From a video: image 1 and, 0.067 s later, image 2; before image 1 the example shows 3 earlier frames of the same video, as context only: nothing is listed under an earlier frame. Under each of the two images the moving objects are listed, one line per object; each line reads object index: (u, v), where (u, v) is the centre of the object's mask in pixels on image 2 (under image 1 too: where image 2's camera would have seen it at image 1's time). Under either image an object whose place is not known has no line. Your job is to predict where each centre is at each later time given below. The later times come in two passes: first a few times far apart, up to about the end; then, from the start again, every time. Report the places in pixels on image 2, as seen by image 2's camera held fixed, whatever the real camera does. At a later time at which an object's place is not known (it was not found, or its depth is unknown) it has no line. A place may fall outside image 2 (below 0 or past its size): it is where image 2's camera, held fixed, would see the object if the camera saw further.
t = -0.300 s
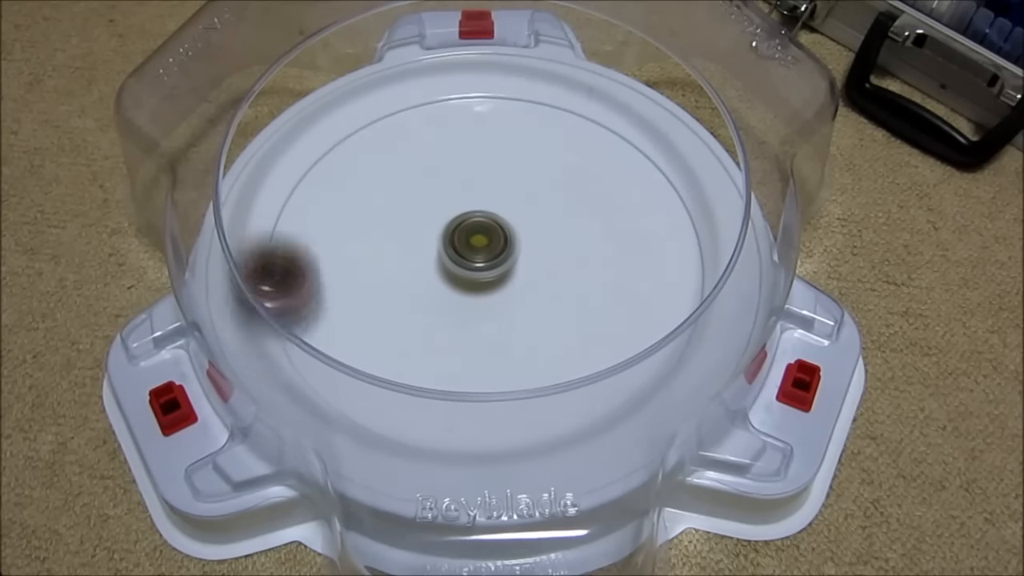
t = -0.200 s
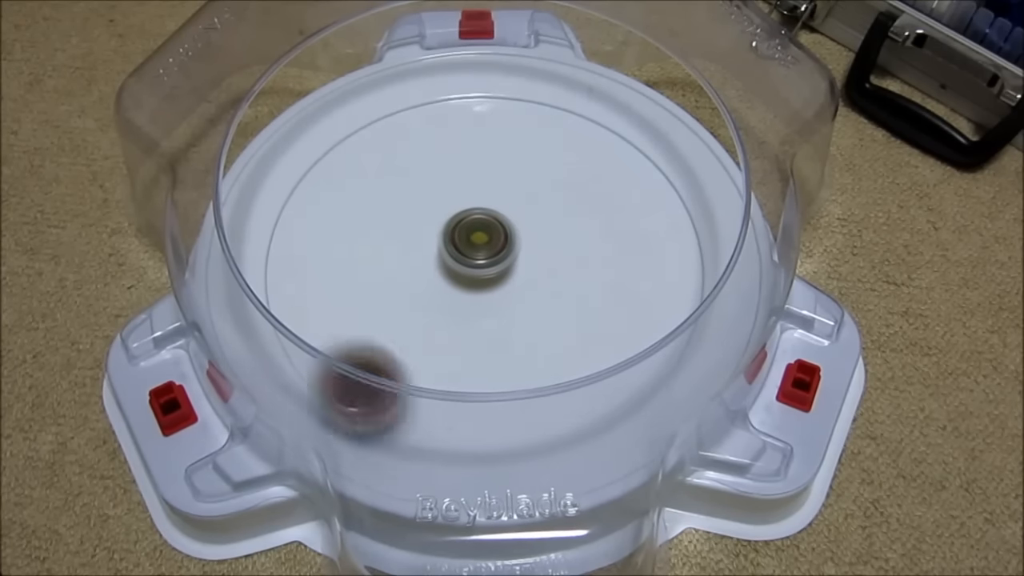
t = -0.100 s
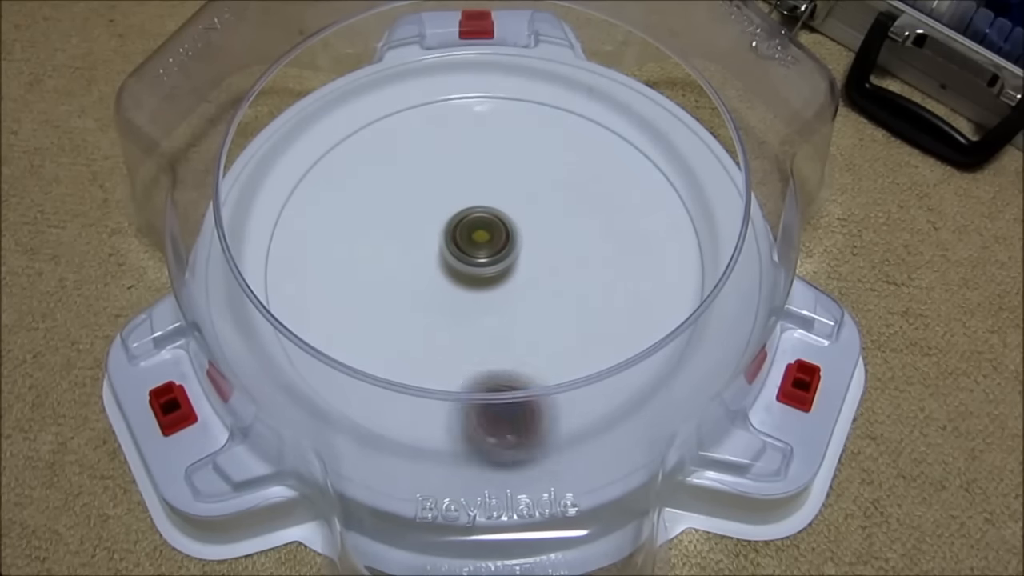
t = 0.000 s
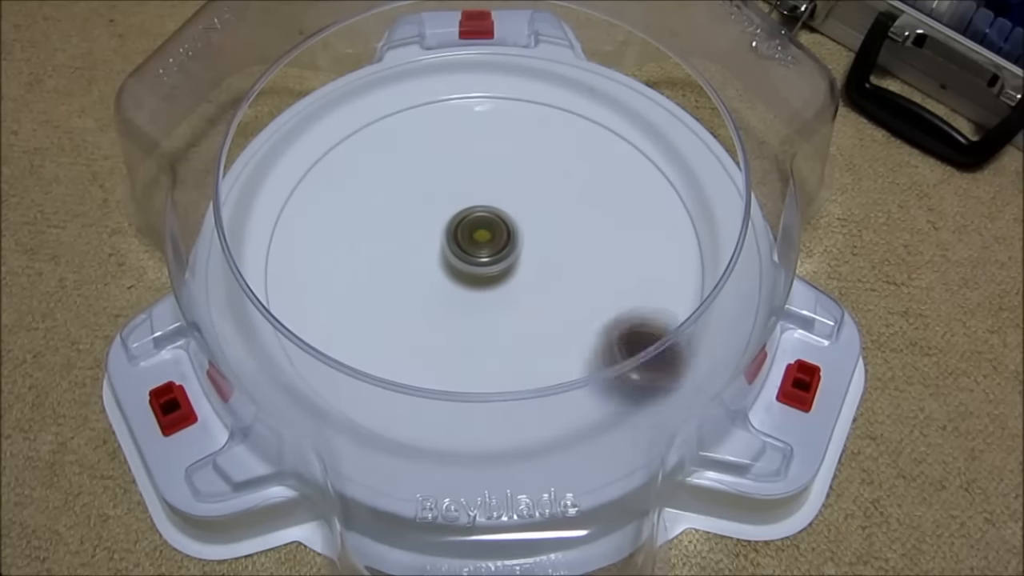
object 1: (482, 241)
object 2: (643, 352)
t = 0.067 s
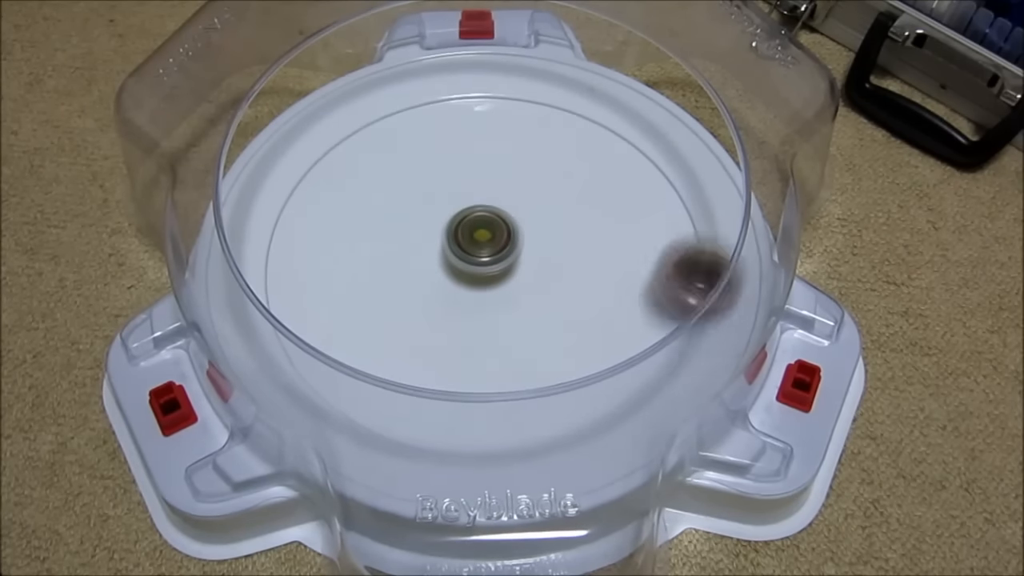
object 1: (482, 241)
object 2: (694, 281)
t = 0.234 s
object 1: (482, 240)
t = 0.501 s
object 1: (487, 237)
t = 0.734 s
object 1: (492, 237)
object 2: (514, 423)
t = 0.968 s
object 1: (493, 242)
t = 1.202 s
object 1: (496, 246)
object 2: (394, 108)
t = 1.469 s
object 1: (496, 251)
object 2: (349, 383)
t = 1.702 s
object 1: (497, 251)
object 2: (679, 327)
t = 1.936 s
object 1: (496, 252)
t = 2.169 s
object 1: (492, 251)
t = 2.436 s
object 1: (488, 250)
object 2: (482, 429)
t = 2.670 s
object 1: (486, 248)
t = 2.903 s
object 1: (484, 245)
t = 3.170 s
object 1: (484, 242)
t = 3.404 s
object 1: (486, 240)
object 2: (485, 422)
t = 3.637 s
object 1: (489, 240)
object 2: (658, 256)
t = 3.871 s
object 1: (491, 241)
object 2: (504, 102)
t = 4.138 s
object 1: (494, 243)
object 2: (296, 224)
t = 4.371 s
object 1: (495, 246)
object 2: (445, 379)
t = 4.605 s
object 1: (495, 248)
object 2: (657, 287)
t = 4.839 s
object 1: (494, 250)
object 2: (582, 123)
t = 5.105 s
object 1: (491, 250)
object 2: (352, 183)
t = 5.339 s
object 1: (489, 249)
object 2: (397, 351)
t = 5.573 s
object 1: (488, 248)
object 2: (612, 362)
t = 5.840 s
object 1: (487, 246)
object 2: (605, 172)
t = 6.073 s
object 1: (487, 243)
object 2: (407, 146)
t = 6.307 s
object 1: (489, 242)
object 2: (321, 287)
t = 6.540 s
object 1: (490, 241)
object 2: (469, 372)
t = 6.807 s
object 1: (492, 243)
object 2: (622, 247)
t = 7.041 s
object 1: (494, 244)
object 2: (510, 132)
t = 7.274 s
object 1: (494, 246)
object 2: (361, 196)
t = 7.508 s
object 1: (493, 247)
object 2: (428, 330)
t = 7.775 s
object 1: (491, 249)
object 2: (617, 297)
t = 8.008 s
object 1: (489, 248)
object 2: (578, 172)
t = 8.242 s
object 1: (488, 247)
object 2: (423, 174)
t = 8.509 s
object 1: (487, 245)
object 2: (393, 304)
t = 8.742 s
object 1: (487, 244)
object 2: (533, 344)
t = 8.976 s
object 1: (488, 242)
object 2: (591, 238)
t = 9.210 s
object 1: (490, 243)
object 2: (500, 162)
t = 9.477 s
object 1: (492, 244)
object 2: (382, 219)
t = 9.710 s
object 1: (494, 245)
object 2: (451, 313)
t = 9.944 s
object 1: (493, 247)
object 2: (578, 289)
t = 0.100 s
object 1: (482, 241)
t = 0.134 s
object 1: (482, 241)
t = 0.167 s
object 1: (482, 241)
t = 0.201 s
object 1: (482, 240)
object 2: (628, 126)
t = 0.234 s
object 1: (482, 240)
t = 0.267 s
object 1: (482, 240)
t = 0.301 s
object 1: (482, 239)
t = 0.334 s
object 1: (483, 238)
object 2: (432, 93)
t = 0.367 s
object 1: (484, 239)
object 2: (385, 109)
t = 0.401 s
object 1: (485, 238)
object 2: (343, 133)
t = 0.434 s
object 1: (486, 238)
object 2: (311, 168)
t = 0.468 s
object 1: (486, 238)
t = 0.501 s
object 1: (487, 237)
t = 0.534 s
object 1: (488, 237)
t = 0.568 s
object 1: (489, 238)
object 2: (300, 325)
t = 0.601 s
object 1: (490, 238)
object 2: (327, 359)
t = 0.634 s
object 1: (490, 238)
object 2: (362, 384)
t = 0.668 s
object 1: (491, 237)
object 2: (406, 408)
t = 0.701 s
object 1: (492, 237)
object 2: (459, 420)
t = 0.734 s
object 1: (492, 237)
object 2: (514, 423)
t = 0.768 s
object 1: (492, 238)
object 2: (572, 413)
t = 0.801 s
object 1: (492, 238)
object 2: (622, 396)
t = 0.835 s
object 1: (492, 239)
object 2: (656, 361)
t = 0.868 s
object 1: (492, 240)
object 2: (682, 318)
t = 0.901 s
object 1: (492, 240)
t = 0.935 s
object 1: (492, 241)
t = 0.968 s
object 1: (493, 242)
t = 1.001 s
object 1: (493, 242)
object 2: (651, 150)
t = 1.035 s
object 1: (493, 243)
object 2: (612, 123)
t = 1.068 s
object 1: (494, 243)
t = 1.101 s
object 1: (494, 244)
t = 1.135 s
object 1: (495, 245)
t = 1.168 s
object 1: (496, 245)
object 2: (436, 94)
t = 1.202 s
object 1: (496, 246)
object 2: (394, 108)
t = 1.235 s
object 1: (497, 247)
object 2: (358, 131)
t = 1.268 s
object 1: (497, 247)
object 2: (328, 159)
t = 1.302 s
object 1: (497, 248)
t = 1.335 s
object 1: (497, 248)
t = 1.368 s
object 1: (497, 249)
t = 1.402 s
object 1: (497, 250)
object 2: (299, 313)
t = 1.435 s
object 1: (496, 250)
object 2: (319, 350)
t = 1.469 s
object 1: (496, 251)
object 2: (349, 383)
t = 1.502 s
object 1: (495, 251)
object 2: (389, 412)
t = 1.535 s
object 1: (495, 251)
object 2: (441, 433)
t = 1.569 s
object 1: (495, 251)
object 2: (499, 431)
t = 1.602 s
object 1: (495, 250)
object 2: (557, 421)
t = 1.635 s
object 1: (496, 250)
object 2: (611, 396)
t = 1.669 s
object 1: (496, 250)
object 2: (649, 364)
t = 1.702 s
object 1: (497, 251)
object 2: (679, 327)
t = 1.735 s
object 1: (497, 251)
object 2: (689, 285)
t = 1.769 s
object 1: (497, 251)
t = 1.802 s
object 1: (497, 252)
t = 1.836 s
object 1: (497, 252)
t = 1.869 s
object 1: (496, 252)
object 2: (639, 143)
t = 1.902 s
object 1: (496, 252)
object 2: (603, 122)
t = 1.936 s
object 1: (496, 252)
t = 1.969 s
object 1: (495, 252)
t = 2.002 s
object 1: (494, 252)
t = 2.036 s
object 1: (494, 252)
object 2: (446, 97)
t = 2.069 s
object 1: (493, 252)
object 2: (406, 108)
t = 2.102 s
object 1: (493, 252)
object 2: (366, 127)
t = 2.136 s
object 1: (492, 252)
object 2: (330, 153)
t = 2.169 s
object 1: (492, 251)
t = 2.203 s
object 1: (492, 251)
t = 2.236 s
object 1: (492, 251)
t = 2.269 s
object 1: (491, 251)
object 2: (277, 309)
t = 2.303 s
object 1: (490, 251)
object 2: (305, 349)
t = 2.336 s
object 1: (490, 251)
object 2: (335, 384)
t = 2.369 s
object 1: (489, 251)
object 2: (380, 408)
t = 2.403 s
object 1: (489, 251)
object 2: (430, 426)
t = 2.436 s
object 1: (488, 250)
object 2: (482, 429)
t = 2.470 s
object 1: (488, 250)
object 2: (534, 424)
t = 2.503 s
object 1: (487, 249)
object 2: (584, 410)
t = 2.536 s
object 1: (487, 249)
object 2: (623, 385)
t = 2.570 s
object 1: (487, 249)
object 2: (653, 359)
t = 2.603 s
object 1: (487, 249)
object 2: (676, 326)
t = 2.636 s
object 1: (486, 249)
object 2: (687, 293)
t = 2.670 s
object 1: (486, 248)
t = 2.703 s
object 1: (485, 248)
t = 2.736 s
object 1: (485, 247)
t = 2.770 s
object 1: (485, 247)
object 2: (642, 168)
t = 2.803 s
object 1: (484, 247)
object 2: (613, 146)
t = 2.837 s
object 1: (484, 246)
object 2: (579, 129)
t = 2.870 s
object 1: (484, 246)
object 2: (544, 113)
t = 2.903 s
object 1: (484, 245)
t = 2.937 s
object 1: (484, 245)
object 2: (461, 107)
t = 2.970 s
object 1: (484, 245)
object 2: (419, 111)
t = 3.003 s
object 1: (484, 244)
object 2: (378, 122)
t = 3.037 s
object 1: (484, 244)
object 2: (339, 139)
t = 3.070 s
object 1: (484, 243)
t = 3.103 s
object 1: (484, 243)
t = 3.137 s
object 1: (484, 242)
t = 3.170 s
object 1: (484, 242)
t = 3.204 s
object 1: (484, 241)
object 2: (283, 312)
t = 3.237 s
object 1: (485, 241)
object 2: (305, 346)
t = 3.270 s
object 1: (485, 241)
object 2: (333, 372)
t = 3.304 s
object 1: (485, 241)
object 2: (365, 393)
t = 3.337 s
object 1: (486, 241)
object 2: (399, 411)
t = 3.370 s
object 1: (486, 240)
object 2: (441, 421)
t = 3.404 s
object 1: (486, 240)
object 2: (485, 422)
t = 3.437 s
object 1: (487, 240)
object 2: (527, 414)
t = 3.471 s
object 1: (487, 240)
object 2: (567, 397)
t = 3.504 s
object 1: (488, 240)
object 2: (598, 377)
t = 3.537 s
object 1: (488, 240)
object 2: (626, 351)
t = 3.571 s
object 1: (488, 240)
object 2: (643, 318)
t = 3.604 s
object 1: (489, 240)
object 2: (656, 286)
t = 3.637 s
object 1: (489, 240)
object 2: (658, 256)
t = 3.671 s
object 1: (489, 240)
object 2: (652, 222)
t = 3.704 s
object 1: (490, 240)
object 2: (640, 189)
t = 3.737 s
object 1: (490, 240)
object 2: (620, 165)
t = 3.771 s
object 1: (490, 240)
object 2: (597, 141)
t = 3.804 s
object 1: (490, 241)
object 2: (567, 124)
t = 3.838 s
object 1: (490, 241)
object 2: (534, 111)
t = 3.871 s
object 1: (491, 241)
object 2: (504, 102)
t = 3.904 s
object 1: (491, 241)
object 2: (468, 99)
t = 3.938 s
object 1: (491, 242)
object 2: (434, 102)
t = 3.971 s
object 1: (491, 242)
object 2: (401, 111)
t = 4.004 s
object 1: (492, 242)
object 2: (372, 125)
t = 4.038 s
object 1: (492, 242)
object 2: (344, 146)
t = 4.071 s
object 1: (492, 243)
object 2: (320, 169)
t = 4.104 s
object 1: (493, 243)
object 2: (304, 196)
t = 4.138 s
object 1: (494, 243)
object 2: (296, 224)
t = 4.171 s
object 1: (494, 243)
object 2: (295, 254)
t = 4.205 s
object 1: (494, 244)
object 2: (302, 284)
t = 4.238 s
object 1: (494, 244)
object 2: (322, 309)
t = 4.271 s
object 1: (495, 244)
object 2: (346, 326)
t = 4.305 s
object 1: (495, 245)
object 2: (374, 348)
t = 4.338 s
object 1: (495, 245)
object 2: (406, 365)
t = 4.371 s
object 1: (495, 246)
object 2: (445, 379)
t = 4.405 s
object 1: (495, 246)
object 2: (484, 383)
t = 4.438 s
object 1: (495, 247)
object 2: (523, 383)
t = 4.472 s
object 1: (495, 247)
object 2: (562, 376)
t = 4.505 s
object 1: (495, 248)
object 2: (596, 359)
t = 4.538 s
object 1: (495, 248)
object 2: (617, 335)
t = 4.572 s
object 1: (495, 248)
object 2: (642, 314)
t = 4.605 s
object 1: (495, 248)
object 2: (657, 287)
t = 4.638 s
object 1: (495, 248)
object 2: (665, 261)
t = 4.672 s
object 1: (495, 249)
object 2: (665, 232)
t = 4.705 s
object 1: (495, 249)
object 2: (660, 203)
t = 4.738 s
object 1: (495, 249)
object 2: (649, 178)
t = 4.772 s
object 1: (495, 249)
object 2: (629, 157)
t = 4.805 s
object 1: (495, 249)
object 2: (609, 138)
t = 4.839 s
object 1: (494, 250)
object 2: (582, 123)
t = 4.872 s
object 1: (494, 250)
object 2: (553, 114)
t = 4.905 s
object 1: (494, 250)
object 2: (523, 108)
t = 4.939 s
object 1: (494, 250)
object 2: (490, 109)
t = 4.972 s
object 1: (493, 250)
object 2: (460, 114)
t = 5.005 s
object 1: (493, 250)
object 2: (427, 124)
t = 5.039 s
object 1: (492, 250)
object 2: (399, 139)
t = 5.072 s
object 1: (492, 250)
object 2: (374, 159)
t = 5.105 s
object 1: (491, 250)
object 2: (352, 183)
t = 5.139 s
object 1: (491, 250)
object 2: (338, 207)
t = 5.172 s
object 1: (491, 250)
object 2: (329, 237)
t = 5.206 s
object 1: (490, 250)
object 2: (328, 265)
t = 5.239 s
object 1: (490, 250)
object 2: (337, 291)
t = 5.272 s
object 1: (489, 249)
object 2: (349, 315)
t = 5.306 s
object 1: (489, 249)
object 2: (373, 335)
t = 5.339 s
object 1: (489, 249)
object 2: (397, 351)
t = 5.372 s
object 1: (489, 249)
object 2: (423, 377)
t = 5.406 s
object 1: (489, 249)
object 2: (454, 390)
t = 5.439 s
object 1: (488, 249)
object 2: (487, 399)
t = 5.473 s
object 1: (488, 249)
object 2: (522, 400)
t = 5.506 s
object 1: (488, 249)
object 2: (555, 392)
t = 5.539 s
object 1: (488, 248)
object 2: (585, 381)
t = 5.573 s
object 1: (488, 248)
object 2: (612, 362)
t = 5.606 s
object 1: (487, 248)
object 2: (635, 341)
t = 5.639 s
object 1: (487, 248)
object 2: (649, 313)
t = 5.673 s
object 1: (487, 247)
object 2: (658, 291)
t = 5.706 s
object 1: (487, 247)
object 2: (657, 264)
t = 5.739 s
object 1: (487, 247)
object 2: (653, 239)
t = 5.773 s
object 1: (487, 246)
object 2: (640, 214)
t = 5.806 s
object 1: (487, 246)
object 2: (625, 193)
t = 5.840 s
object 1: (487, 246)
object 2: (605, 172)
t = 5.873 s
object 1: (487, 245)
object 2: (582, 155)
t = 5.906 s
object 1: (487, 245)
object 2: (553, 144)
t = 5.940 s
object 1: (487, 244)
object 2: (526, 135)
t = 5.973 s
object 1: (486, 244)
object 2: (496, 132)
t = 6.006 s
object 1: (486, 243)
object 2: (465, 131)
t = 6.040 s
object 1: (486, 243)
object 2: (435, 139)
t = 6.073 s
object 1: (487, 243)
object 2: (407, 146)
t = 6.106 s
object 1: (487, 243)
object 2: (380, 161)
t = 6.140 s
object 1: (487, 243)
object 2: (358, 177)
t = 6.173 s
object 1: (487, 242)
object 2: (338, 198)
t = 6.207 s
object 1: (487, 242)
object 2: (325, 218)
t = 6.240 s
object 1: (488, 242)
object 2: (318, 243)
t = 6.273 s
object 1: (488, 242)
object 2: (316, 265)
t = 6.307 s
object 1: (489, 242)
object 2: (321, 287)
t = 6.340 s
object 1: (489, 242)
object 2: (331, 303)
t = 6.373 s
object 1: (489, 241)
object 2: (348, 321)
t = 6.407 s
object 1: (489, 241)
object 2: (366, 333)
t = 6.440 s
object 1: (489, 241)
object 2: (391, 345)
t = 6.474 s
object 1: (490, 241)
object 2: (415, 360)
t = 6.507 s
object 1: (490, 241)
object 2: (443, 361)
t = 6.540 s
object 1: (490, 241)
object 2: (469, 372)
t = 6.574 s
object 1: (491, 241)
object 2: (501, 372)
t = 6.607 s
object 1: (491, 242)
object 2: (530, 361)
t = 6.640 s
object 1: (491, 242)
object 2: (558, 350)
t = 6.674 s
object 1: (491, 242)
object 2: (581, 338)
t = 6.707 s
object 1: (491, 242)
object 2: (600, 317)
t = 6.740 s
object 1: (491, 243)
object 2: (615, 293)
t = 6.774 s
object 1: (492, 243)
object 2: (620, 272)
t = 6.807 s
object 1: (492, 243)
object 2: (622, 247)
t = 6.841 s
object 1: (492, 243)
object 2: (621, 222)
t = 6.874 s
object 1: (493, 243)
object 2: (611, 198)
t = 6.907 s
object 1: (493, 244)
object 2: (598, 178)
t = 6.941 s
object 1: (493, 244)
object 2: (581, 162)
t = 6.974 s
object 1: (493, 244)
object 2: (558, 147)
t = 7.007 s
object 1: (493, 244)
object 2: (538, 136)
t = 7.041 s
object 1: (494, 244)
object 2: (510, 132)
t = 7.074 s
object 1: (494, 245)
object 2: (486, 126)
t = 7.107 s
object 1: (494, 245)
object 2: (460, 129)
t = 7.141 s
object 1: (494, 245)
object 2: (433, 134)
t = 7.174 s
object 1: (494, 245)
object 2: (412, 145)
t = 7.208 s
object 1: (494, 246)
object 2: (391, 160)
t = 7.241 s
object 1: (494, 246)
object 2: (372, 176)
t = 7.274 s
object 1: (494, 246)
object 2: (361, 196)
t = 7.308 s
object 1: (494, 247)
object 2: (351, 217)
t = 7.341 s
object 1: (494, 247)
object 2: (350, 237)
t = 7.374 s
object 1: (493, 247)
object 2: (354, 261)
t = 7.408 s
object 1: (493, 247)
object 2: (364, 280)
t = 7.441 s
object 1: (493, 247)
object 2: (383, 299)
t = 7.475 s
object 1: (493, 247)
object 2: (402, 316)
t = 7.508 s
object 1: (493, 247)
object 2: (428, 330)
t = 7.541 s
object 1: (493, 247)
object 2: (456, 345)
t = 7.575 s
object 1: (492, 248)
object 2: (482, 351)
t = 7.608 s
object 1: (492, 248)
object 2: (513, 352)
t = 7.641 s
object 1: (492, 248)
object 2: (540, 351)
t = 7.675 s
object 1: (492, 248)
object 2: (565, 342)
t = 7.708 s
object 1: (491, 248)
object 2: (589, 329)
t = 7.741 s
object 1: (491, 249)
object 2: (606, 315)
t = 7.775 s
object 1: (491, 249)
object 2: (617, 297)
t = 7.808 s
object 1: (491, 249)
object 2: (626, 277)
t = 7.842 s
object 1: (490, 249)
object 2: (630, 258)
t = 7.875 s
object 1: (490, 249)
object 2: (628, 237)
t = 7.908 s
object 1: (490, 249)
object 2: (621, 218)
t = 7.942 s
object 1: (490, 249)
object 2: (613, 199)
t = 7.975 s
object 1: (489, 249)
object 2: (598, 185)
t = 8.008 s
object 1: (489, 248)
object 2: (578, 172)
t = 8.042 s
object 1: (489, 248)
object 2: (559, 161)
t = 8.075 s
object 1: (489, 248)
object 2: (538, 155)
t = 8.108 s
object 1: (488, 248)
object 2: (512, 153)
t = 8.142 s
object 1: (488, 248)
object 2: (489, 151)
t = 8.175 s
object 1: (488, 248)
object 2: (467, 158)
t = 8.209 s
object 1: (488, 248)
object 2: (443, 165)
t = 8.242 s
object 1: (488, 247)
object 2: (423, 174)
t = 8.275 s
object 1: (488, 247)
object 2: (406, 188)
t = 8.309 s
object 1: (488, 247)
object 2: (390, 204)
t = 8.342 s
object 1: (488, 246)
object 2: (378, 219)
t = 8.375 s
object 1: (488, 246)
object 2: (372, 236)
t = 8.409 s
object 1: (487, 246)
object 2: (370, 255)
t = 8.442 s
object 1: (487, 246)
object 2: (372, 272)
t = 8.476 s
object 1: (487, 245)
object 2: (380, 287)
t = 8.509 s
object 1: (487, 245)
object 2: (393, 304)
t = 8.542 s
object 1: (487, 245)
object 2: (406, 318)
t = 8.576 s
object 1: (487, 245)
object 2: (424, 329)
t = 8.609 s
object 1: (487, 244)
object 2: (445, 339)
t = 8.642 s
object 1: (487, 244)
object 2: (466, 347)
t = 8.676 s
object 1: (487, 245)
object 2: (486, 349)
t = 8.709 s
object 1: (487, 244)
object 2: (511, 347)
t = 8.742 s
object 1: (487, 244)
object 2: (533, 344)
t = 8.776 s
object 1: (487, 244)
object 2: (551, 336)
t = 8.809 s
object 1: (487, 244)
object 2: (566, 323)
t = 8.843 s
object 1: (487, 243)
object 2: (580, 307)
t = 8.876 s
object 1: (488, 243)
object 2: (589, 291)
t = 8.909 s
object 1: (488, 243)
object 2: (595, 273)
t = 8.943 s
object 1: (488, 243)
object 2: (593, 257)
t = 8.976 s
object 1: (488, 242)
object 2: (591, 238)
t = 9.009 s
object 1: (488, 243)
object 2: (587, 220)
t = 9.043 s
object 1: (489, 243)
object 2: (577, 208)
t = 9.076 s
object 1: (489, 243)
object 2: (566, 193)
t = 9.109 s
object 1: (489, 243)
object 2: (549, 182)
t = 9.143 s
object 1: (489, 243)
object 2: (535, 171)
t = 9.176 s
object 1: (489, 244)
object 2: (519, 164)
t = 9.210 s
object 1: (490, 243)
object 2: (500, 162)
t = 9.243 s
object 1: (490, 243)
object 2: (479, 161)
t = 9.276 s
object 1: (491, 243)
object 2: (461, 159)
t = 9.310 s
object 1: (491, 243)
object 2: (444, 163)
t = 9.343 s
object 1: (491, 243)
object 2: (427, 172)
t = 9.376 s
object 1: (491, 244)
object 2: (410, 181)
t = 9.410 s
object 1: (492, 244)
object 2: (396, 192)
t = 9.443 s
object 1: (492, 244)
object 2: (387, 205)
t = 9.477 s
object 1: (492, 244)
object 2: (382, 219)
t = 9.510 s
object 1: (492, 245)
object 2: (379, 237)
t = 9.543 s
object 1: (493, 244)
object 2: (381, 252)
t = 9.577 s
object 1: (493, 245)
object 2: (389, 266)
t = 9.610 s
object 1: (494, 245)
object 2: (402, 281)
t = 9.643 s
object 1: (493, 245)
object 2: (418, 294)
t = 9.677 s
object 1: (494, 245)
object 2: (433, 305)
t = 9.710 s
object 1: (494, 245)
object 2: (451, 313)
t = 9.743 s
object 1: (494, 246)
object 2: (473, 318)
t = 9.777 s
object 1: (494, 246)
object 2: (495, 322)
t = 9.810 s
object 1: (494, 246)
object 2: (516, 322)
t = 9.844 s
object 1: (494, 247)
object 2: (534, 319)
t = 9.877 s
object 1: (494, 247)
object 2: (550, 312)
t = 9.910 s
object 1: (494, 247)
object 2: (565, 302)
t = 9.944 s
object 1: (493, 247)
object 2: (578, 289)
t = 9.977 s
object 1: (493, 247)
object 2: (588, 277)
